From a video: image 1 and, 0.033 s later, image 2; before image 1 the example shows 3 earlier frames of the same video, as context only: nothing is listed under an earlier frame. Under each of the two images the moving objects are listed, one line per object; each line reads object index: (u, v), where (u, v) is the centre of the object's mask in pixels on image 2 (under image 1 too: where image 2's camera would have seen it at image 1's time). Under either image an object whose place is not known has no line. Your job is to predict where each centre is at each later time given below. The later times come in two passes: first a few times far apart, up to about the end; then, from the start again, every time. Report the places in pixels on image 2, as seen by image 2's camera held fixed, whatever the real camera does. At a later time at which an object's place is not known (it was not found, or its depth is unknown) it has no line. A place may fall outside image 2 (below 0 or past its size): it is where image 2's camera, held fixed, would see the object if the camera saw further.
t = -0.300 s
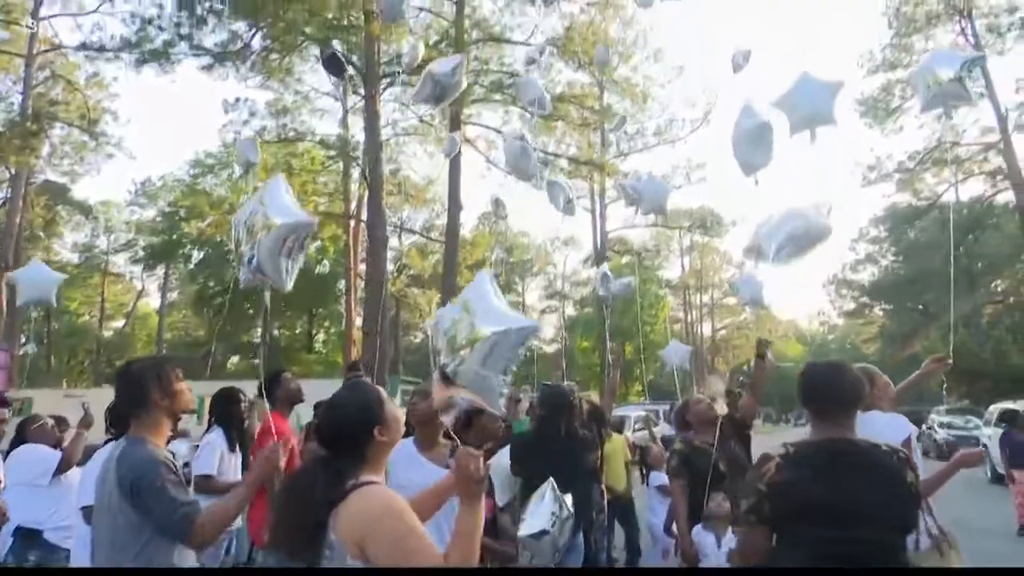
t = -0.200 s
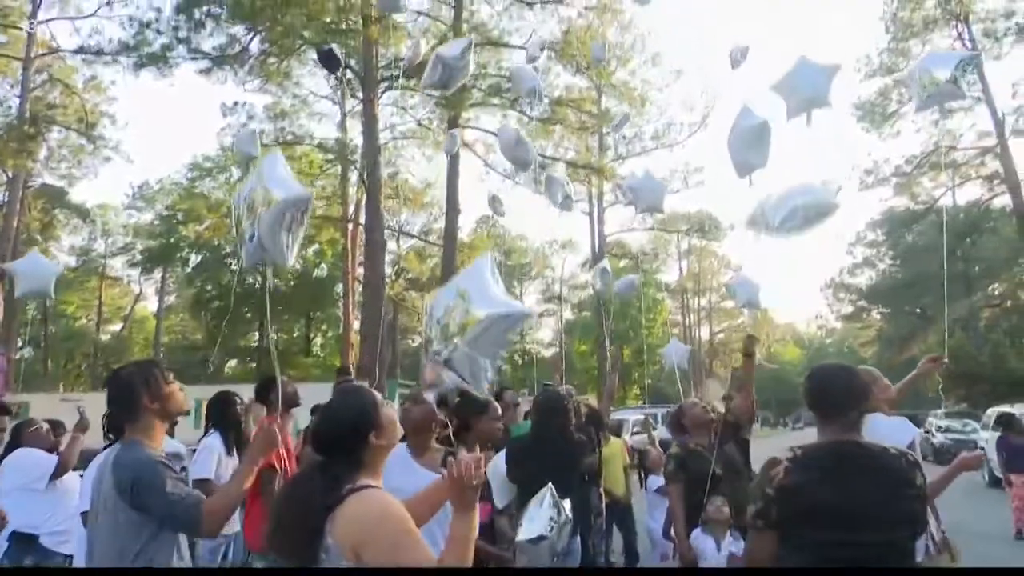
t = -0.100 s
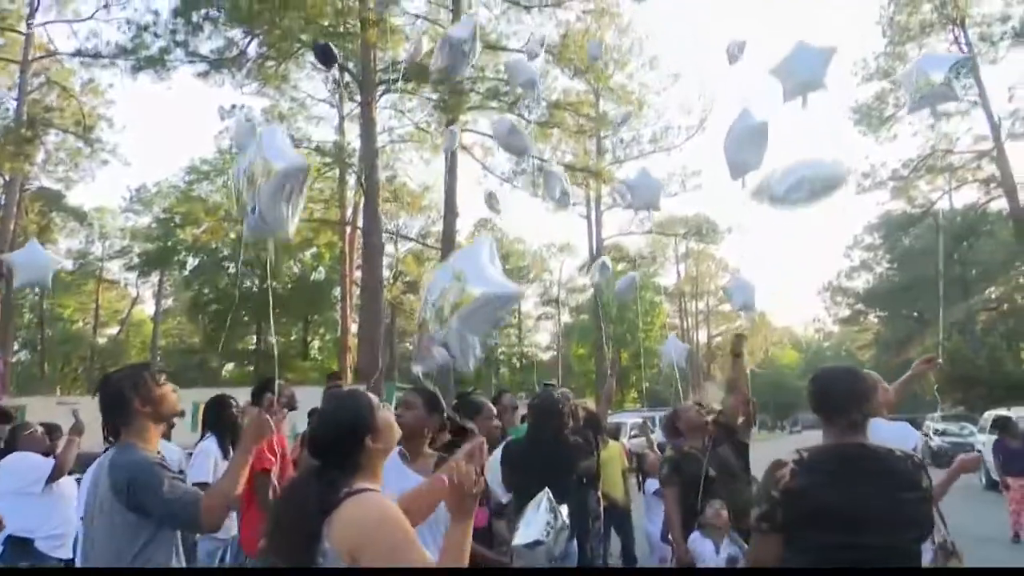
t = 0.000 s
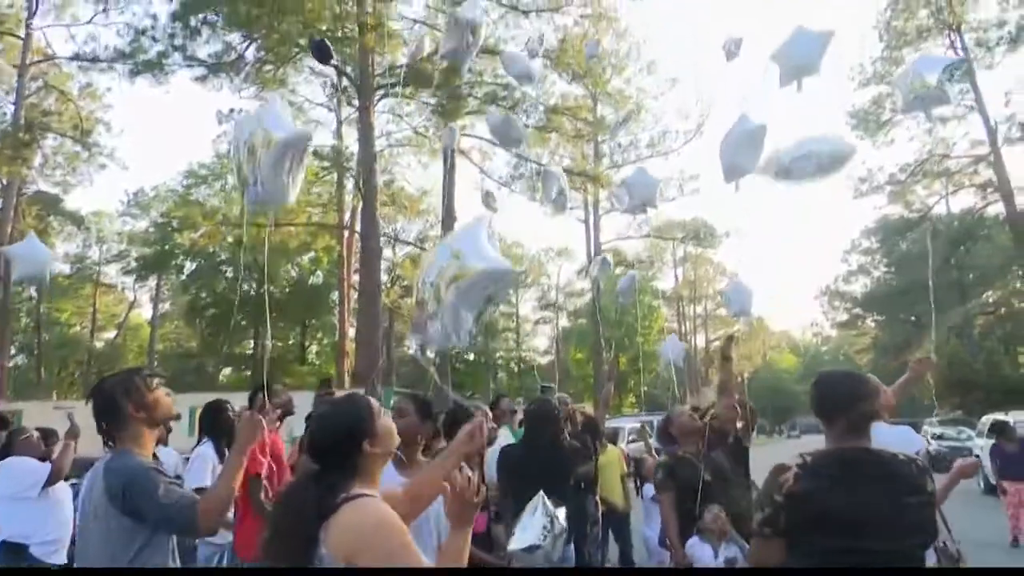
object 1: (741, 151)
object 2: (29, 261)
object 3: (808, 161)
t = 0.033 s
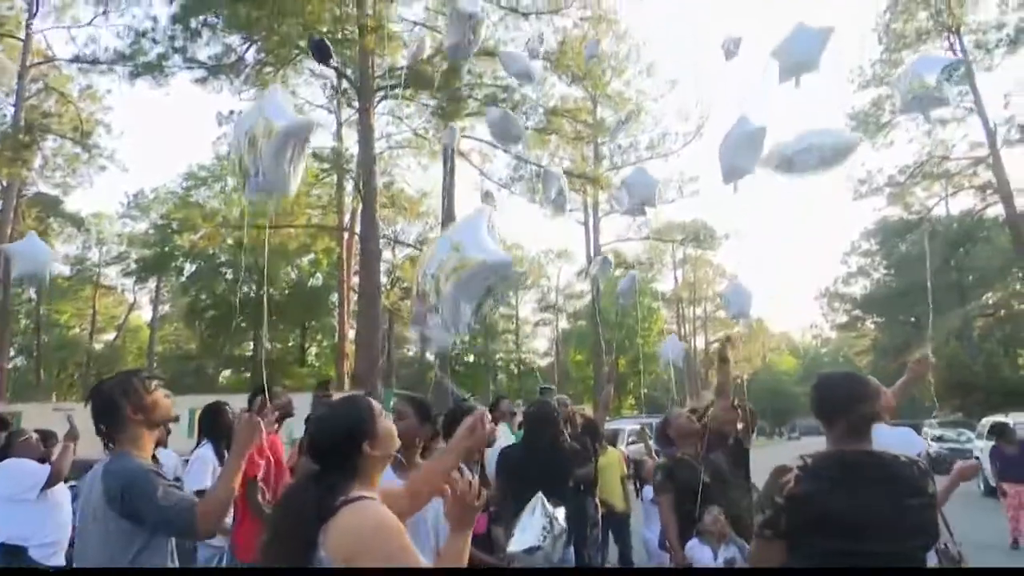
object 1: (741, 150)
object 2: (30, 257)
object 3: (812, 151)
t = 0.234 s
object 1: (737, 150)
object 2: (33, 239)
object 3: (832, 100)
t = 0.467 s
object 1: (733, 140)
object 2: (37, 215)
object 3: (857, 41)
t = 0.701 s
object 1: (730, 117)
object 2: (42, 185)
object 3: (881, -13)
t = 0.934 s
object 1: (726, 83)
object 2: (46, 152)
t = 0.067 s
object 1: (740, 150)
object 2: (30, 254)
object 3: (814, 143)
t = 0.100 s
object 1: (740, 150)
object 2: (30, 251)
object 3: (817, 134)
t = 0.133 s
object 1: (739, 150)
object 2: (31, 248)
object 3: (820, 125)
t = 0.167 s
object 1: (739, 150)
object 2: (32, 244)
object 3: (825, 116)
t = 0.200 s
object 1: (738, 150)
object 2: (32, 241)
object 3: (828, 108)
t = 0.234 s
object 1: (737, 150)
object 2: (33, 239)
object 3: (832, 100)
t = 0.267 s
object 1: (737, 149)
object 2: (33, 235)
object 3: (837, 90)
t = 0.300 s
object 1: (736, 148)
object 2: (33, 232)
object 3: (838, 82)
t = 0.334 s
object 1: (736, 147)
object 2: (34, 229)
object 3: (843, 74)
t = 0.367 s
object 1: (735, 145)
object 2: (34, 226)
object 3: (846, 66)
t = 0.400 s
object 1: (735, 144)
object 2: (35, 223)
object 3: (850, 57)
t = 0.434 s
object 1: (734, 142)
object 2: (36, 219)
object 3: (853, 49)
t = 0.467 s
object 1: (733, 140)
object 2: (37, 215)
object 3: (857, 41)
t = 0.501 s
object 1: (733, 138)
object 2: (37, 212)
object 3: (860, 33)
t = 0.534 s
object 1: (733, 135)
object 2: (37, 209)
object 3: (864, 25)
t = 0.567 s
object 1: (732, 132)
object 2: (38, 203)
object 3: (869, 17)
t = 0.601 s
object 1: (732, 128)
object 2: (39, 200)
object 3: (871, 10)
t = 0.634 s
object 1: (731, 125)
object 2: (40, 195)
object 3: (875, 2)
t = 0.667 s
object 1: (731, 121)
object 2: (41, 190)
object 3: (877, -5)
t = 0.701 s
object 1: (730, 117)
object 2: (42, 185)
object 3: (881, -13)
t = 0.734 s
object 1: (730, 113)
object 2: (43, 182)
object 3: (885, -20)
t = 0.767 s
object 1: (729, 109)
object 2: (44, 180)
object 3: (887, -26)
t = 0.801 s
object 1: (729, 104)
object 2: (44, 178)
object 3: (890, -30)
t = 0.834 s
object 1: (728, 99)
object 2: (44, 167)
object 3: (888, -36)
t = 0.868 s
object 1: (727, 94)
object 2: (45, 163)
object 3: (889, -40)
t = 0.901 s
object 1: (726, 88)
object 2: (47, 158)
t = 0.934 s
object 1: (726, 83)
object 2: (46, 152)
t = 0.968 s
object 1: (726, 77)
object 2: (50, 147)
